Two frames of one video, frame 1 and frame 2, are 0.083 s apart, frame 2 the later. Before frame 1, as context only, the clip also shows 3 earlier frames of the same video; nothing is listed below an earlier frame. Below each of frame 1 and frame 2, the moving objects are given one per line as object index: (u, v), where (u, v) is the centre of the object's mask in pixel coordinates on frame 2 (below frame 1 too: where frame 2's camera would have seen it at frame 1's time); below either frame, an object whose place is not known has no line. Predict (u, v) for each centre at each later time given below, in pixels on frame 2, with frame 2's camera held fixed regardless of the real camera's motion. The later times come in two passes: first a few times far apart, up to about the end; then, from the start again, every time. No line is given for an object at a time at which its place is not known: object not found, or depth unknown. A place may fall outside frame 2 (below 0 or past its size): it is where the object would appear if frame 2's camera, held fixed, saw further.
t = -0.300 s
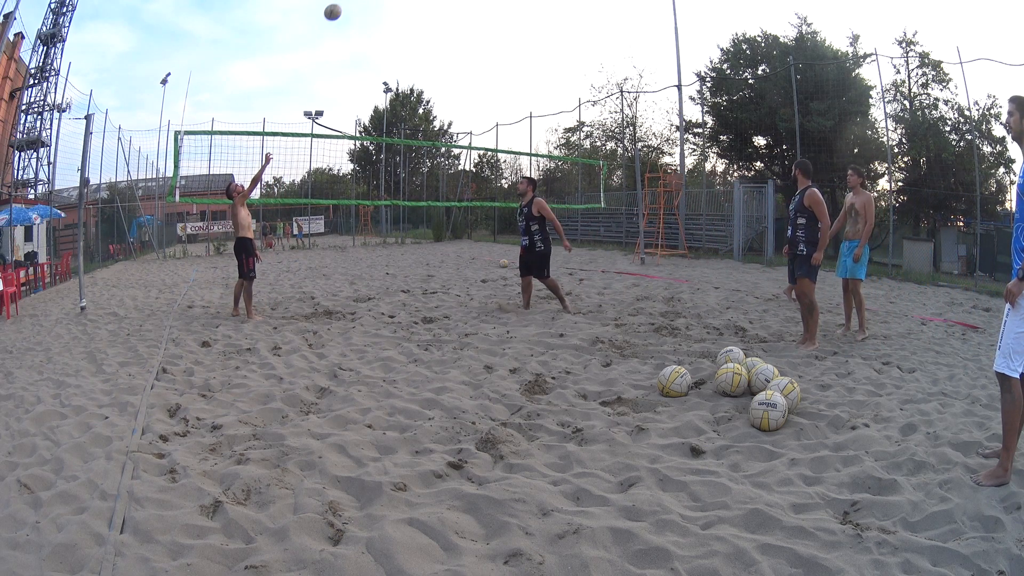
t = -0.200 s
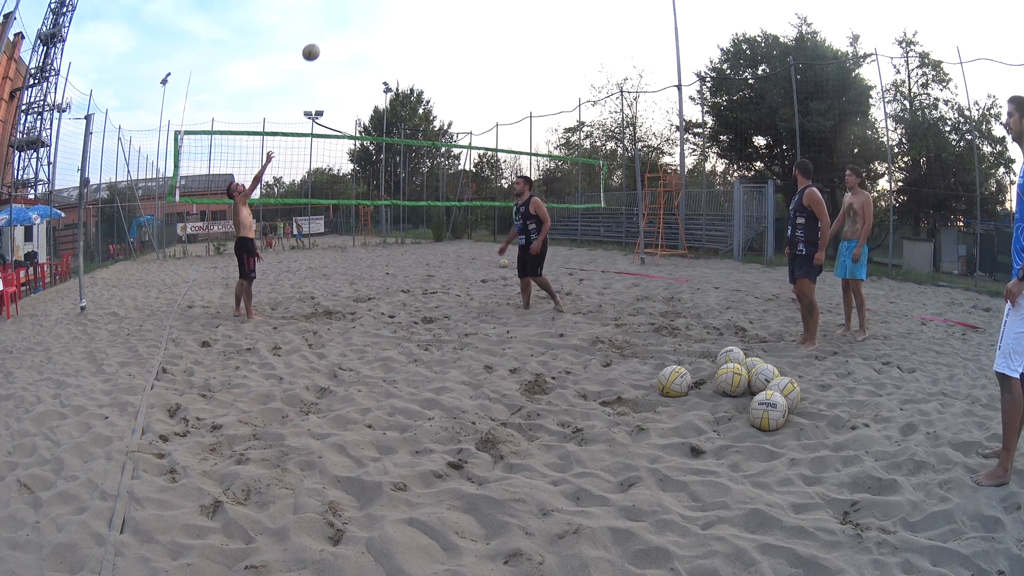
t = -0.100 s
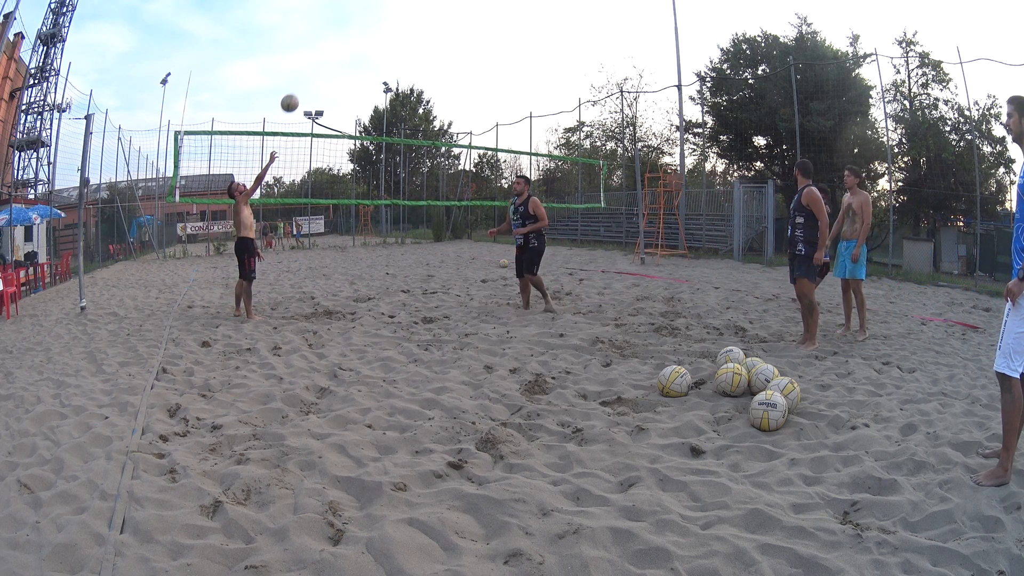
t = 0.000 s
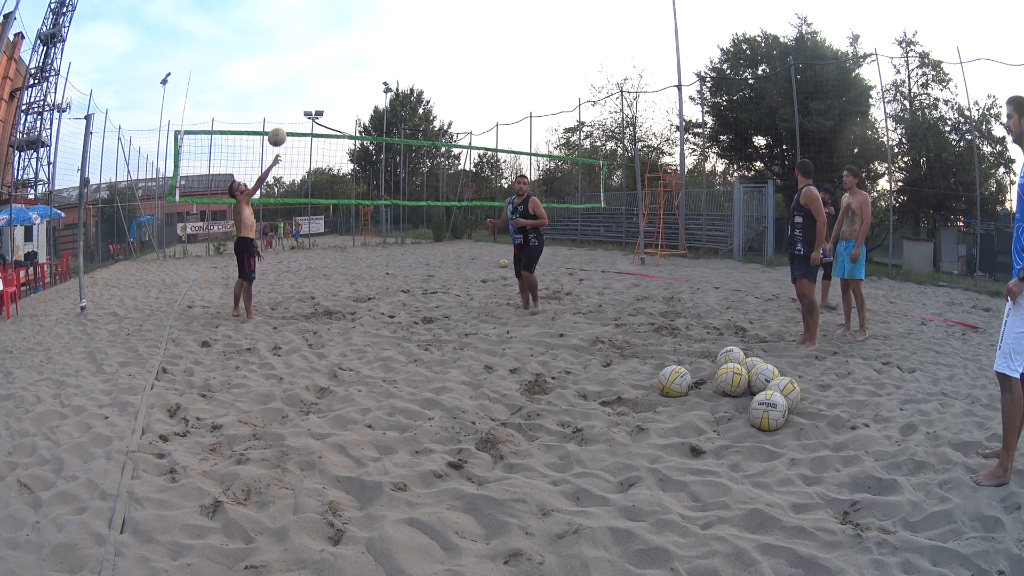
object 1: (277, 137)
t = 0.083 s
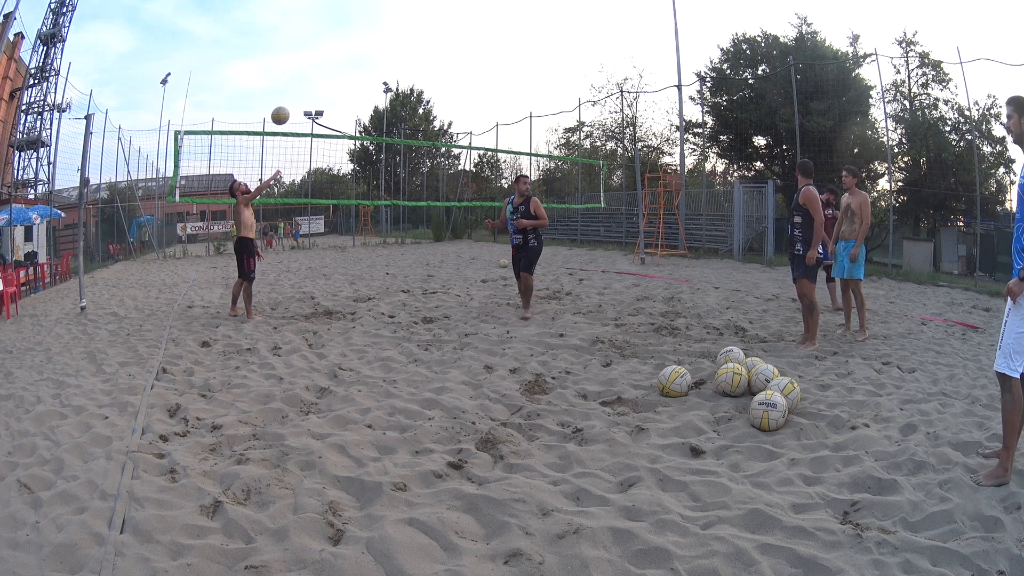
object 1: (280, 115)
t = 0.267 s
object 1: (286, 88)
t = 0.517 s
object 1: (291, 95)
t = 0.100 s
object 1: (281, 112)
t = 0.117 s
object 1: (281, 108)
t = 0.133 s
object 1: (282, 105)
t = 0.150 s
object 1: (283, 102)
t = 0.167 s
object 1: (283, 100)
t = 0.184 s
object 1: (284, 97)
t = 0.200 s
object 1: (284, 95)
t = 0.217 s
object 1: (285, 93)
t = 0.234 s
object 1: (285, 91)
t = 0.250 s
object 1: (286, 90)
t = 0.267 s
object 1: (286, 88)
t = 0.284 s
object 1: (287, 87)
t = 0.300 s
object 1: (287, 86)
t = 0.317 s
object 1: (288, 86)
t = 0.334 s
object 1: (288, 85)
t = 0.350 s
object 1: (288, 85)
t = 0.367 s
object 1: (289, 85)
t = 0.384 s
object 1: (289, 85)
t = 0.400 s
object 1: (289, 85)
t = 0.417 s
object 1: (290, 86)
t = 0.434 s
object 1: (290, 87)
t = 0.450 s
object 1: (290, 88)
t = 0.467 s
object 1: (290, 89)
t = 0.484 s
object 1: (291, 91)
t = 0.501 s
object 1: (291, 93)
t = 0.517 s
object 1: (291, 95)
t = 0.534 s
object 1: (291, 97)
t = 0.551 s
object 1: (291, 100)
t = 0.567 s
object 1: (291, 102)
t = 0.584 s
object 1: (291, 105)
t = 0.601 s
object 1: (291, 108)
